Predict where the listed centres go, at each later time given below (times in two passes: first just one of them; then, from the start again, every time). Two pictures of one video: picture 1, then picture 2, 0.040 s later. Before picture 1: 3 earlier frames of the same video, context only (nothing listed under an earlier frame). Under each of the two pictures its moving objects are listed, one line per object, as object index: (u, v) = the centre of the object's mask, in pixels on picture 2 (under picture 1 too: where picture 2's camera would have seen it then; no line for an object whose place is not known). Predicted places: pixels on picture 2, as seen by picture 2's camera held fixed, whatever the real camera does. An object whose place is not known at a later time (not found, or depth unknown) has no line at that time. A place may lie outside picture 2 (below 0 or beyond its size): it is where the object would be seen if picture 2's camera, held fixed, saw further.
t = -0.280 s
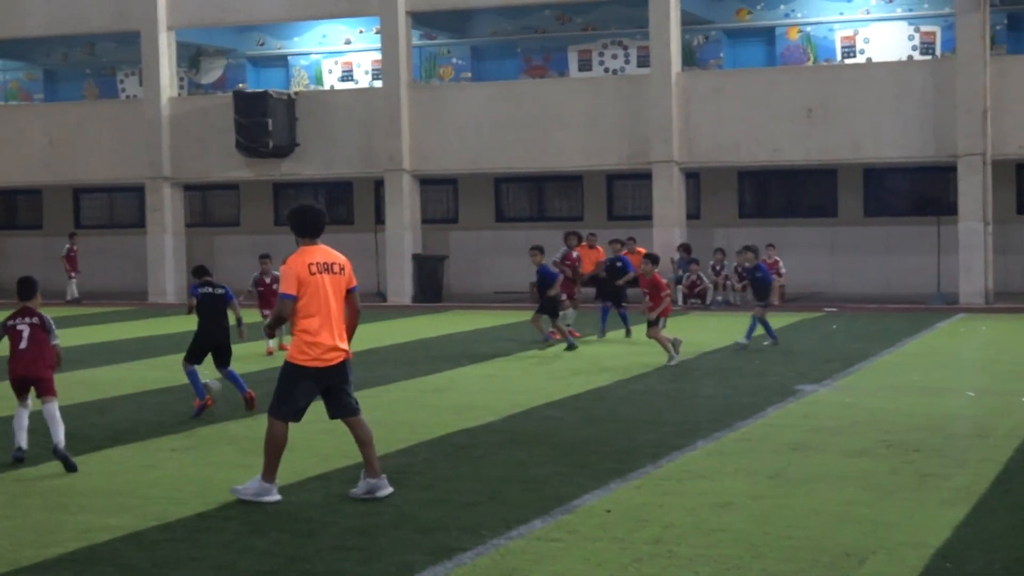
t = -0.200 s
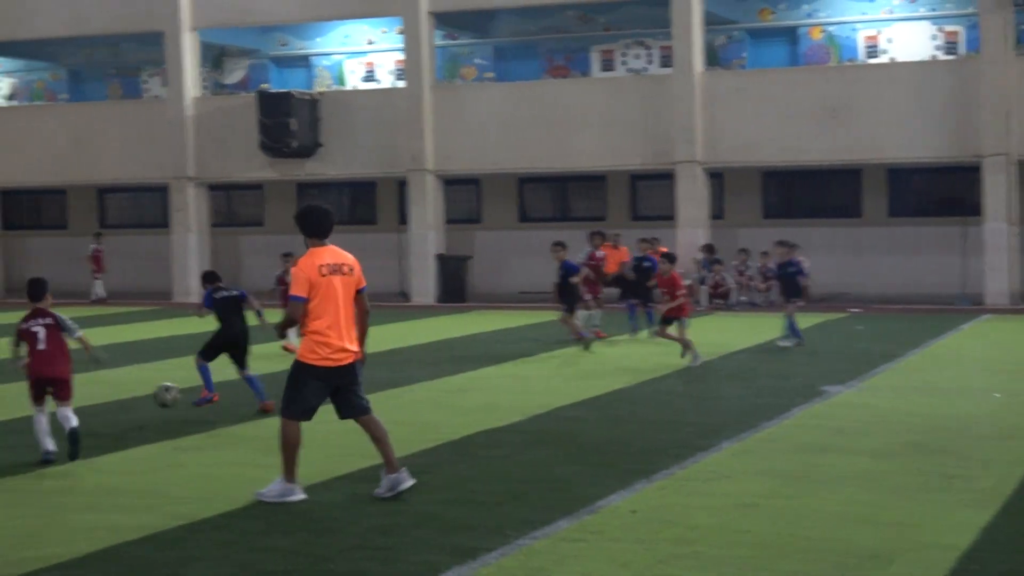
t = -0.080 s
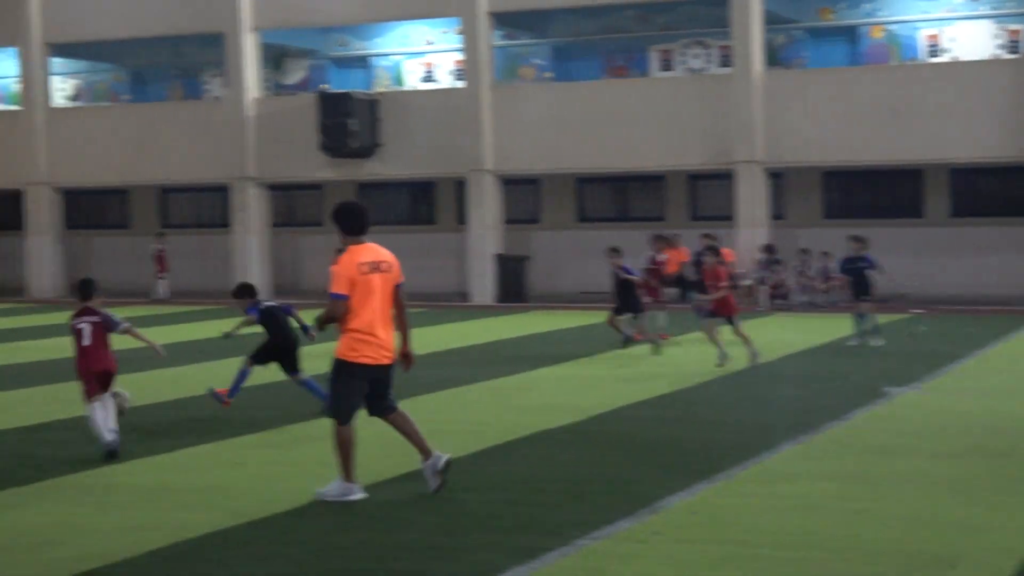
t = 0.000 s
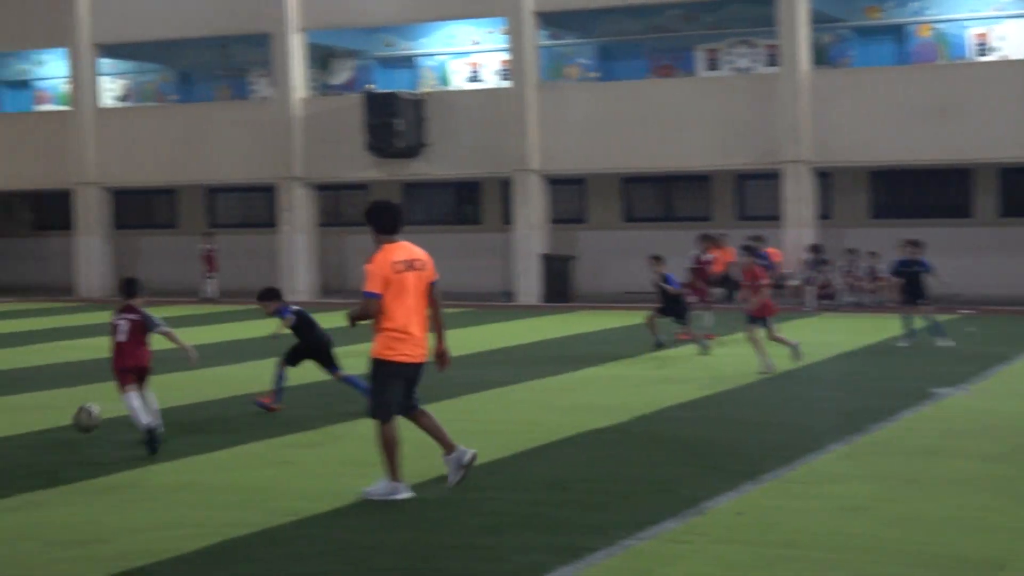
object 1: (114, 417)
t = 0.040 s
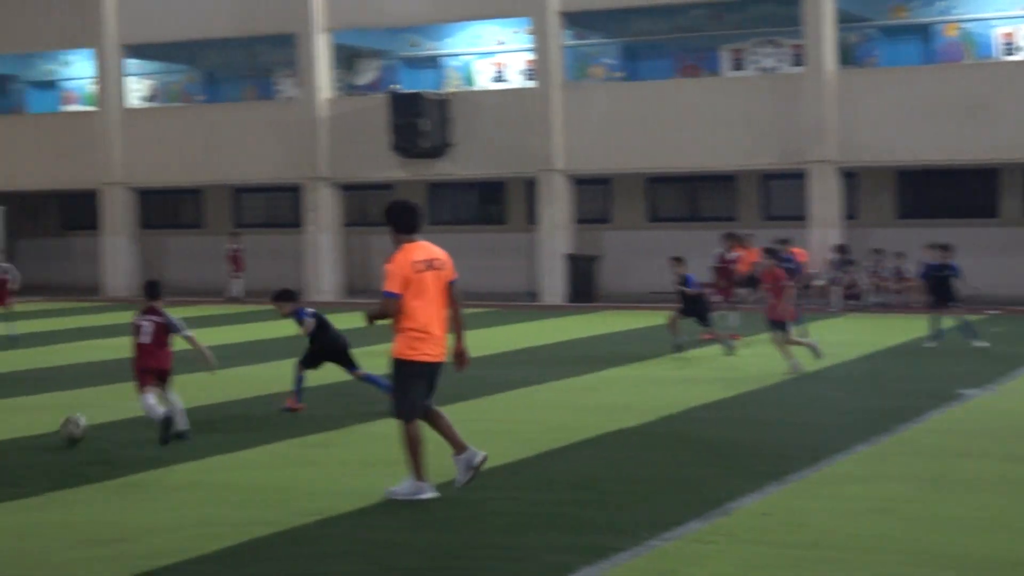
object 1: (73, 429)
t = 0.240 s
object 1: (-96, 442)
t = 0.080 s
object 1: (37, 436)
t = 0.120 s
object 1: (4, 433)
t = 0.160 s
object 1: (-28, 434)
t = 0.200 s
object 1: (-62, 436)
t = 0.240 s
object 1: (-96, 442)
